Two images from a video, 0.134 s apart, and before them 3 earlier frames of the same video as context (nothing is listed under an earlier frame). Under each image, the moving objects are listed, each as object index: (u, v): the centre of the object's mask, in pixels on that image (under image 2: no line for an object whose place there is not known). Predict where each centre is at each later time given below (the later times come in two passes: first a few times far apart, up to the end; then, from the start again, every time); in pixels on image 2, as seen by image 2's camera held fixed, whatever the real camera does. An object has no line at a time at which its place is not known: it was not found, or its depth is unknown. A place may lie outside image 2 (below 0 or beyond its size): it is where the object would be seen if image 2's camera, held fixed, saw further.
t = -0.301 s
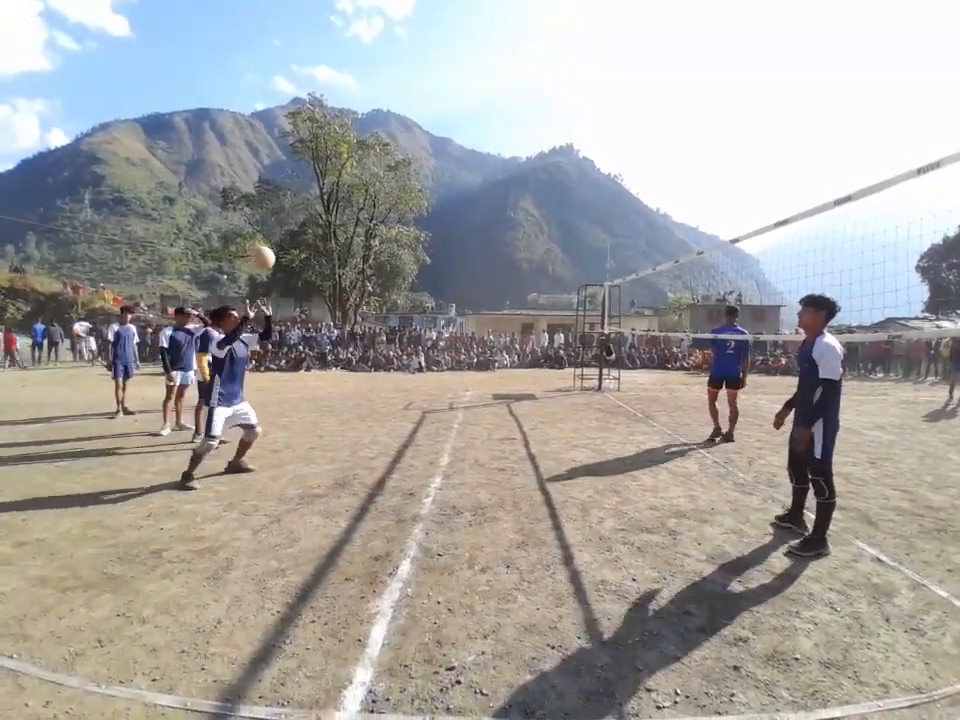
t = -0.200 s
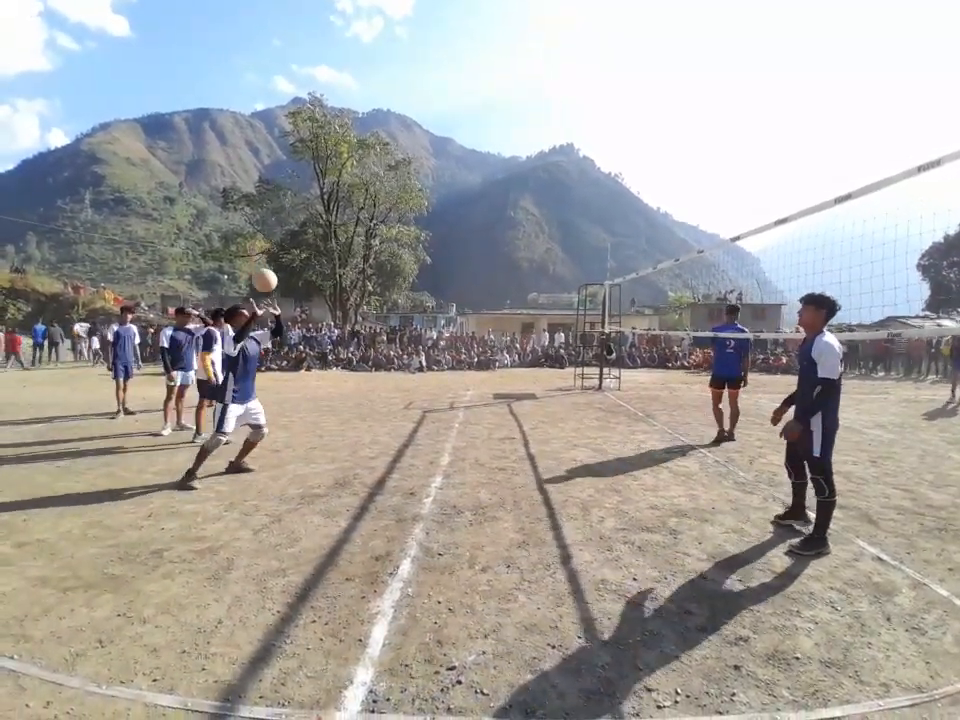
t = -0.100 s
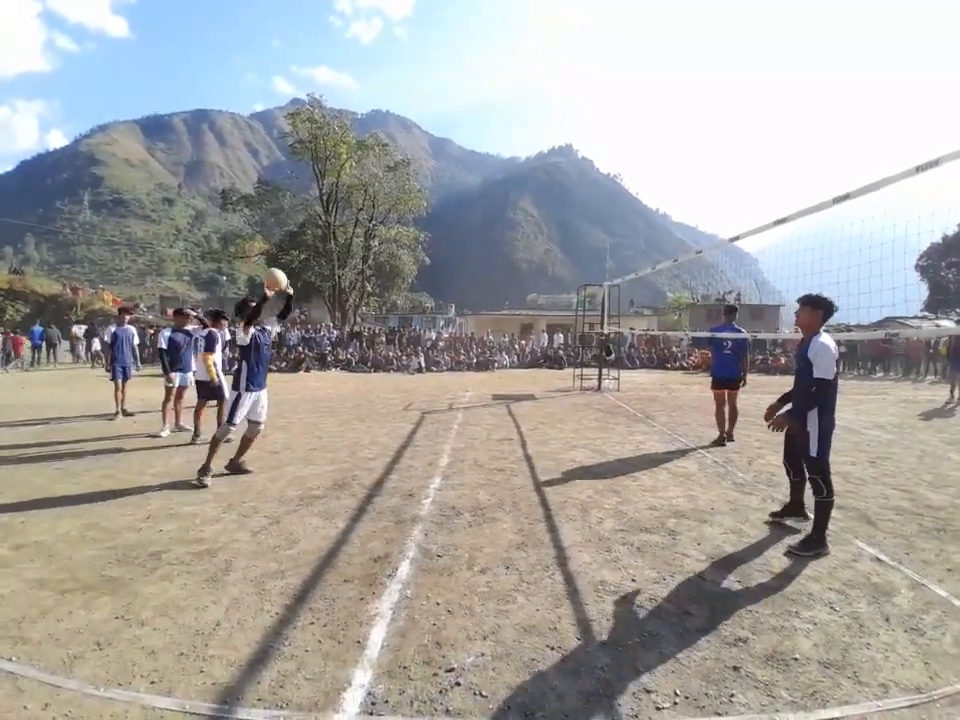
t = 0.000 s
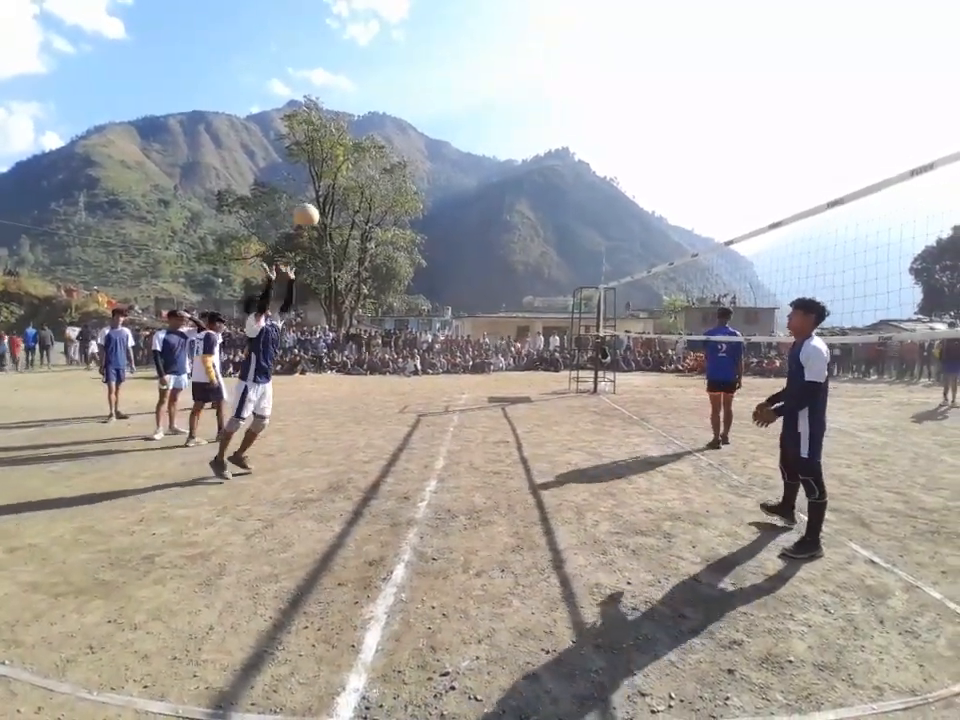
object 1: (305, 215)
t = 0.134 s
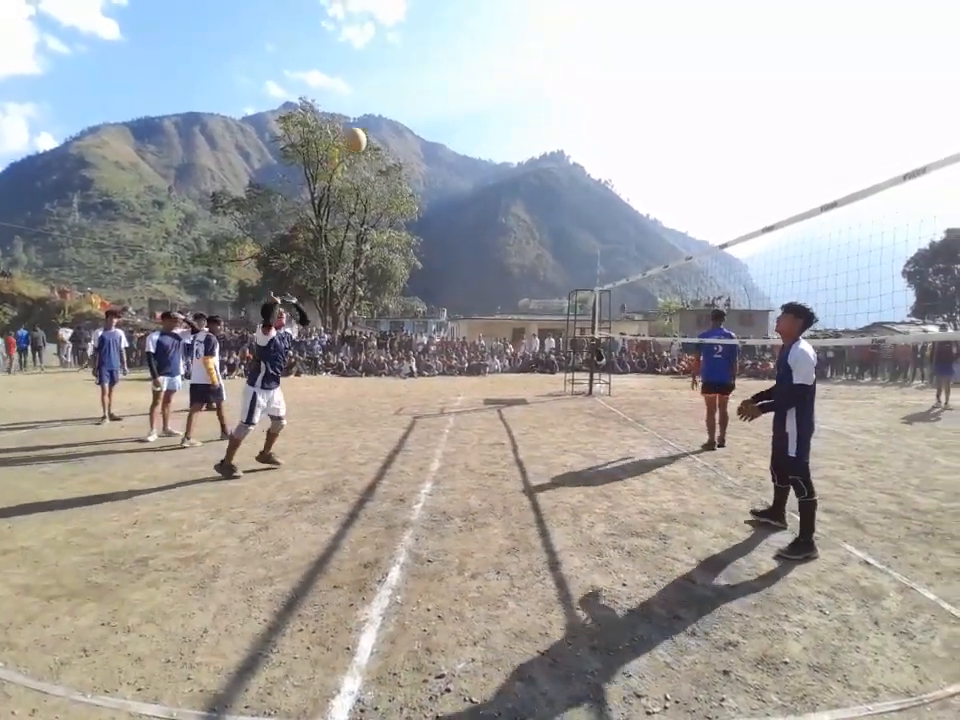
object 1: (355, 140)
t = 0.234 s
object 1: (394, 94)
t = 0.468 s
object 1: (496, 29)
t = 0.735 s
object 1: (621, 38)
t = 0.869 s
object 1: (685, 80)
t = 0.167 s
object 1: (367, 124)
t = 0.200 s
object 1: (379, 108)
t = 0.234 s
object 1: (394, 94)
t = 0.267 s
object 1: (408, 81)
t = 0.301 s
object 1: (422, 70)
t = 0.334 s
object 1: (437, 59)
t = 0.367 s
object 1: (452, 49)
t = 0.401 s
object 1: (466, 41)
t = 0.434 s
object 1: (481, 35)
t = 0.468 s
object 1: (496, 29)
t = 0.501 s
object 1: (511, 26)
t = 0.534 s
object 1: (527, 23)
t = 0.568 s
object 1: (543, 22)
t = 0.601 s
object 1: (558, 22)
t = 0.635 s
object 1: (573, 23)
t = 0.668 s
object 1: (589, 27)
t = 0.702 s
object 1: (605, 32)
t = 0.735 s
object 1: (621, 38)
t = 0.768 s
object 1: (636, 46)
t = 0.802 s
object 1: (652, 56)
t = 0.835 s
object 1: (668, 67)
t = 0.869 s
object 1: (685, 80)
